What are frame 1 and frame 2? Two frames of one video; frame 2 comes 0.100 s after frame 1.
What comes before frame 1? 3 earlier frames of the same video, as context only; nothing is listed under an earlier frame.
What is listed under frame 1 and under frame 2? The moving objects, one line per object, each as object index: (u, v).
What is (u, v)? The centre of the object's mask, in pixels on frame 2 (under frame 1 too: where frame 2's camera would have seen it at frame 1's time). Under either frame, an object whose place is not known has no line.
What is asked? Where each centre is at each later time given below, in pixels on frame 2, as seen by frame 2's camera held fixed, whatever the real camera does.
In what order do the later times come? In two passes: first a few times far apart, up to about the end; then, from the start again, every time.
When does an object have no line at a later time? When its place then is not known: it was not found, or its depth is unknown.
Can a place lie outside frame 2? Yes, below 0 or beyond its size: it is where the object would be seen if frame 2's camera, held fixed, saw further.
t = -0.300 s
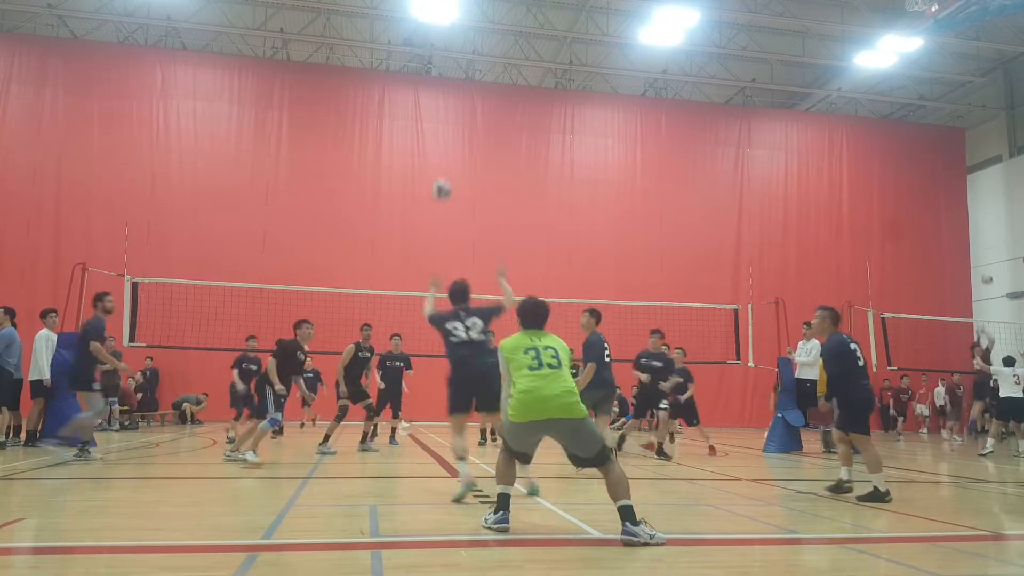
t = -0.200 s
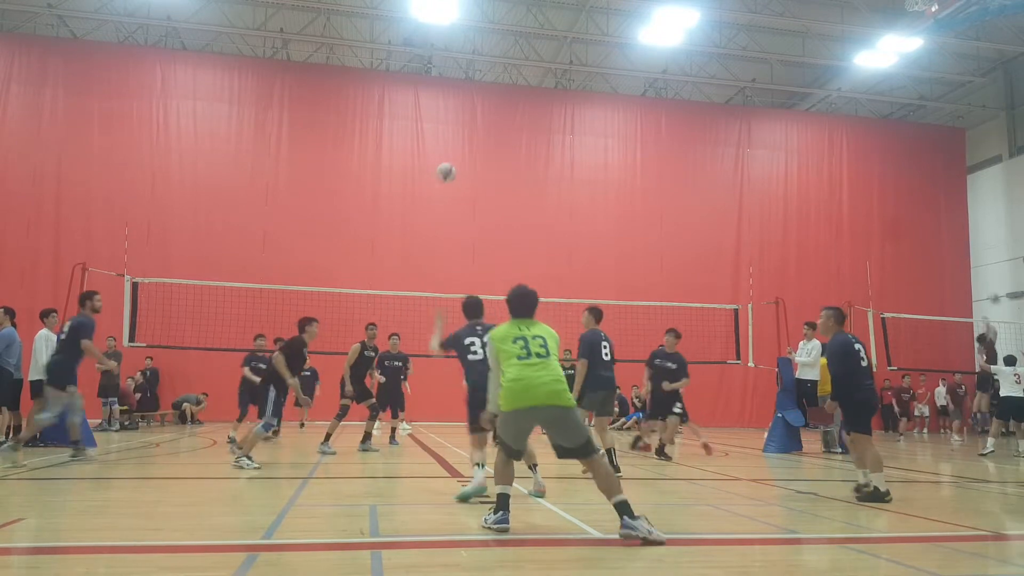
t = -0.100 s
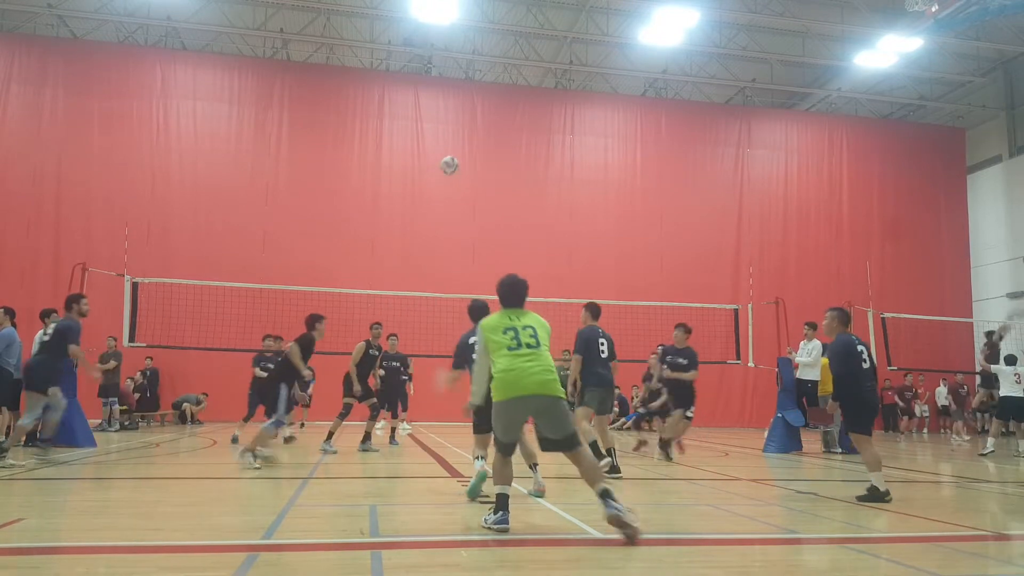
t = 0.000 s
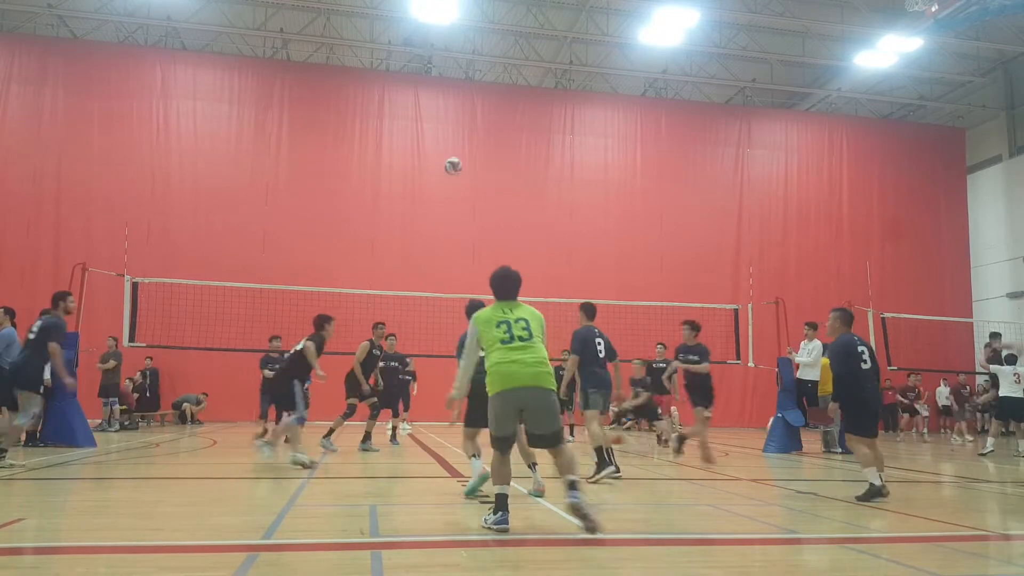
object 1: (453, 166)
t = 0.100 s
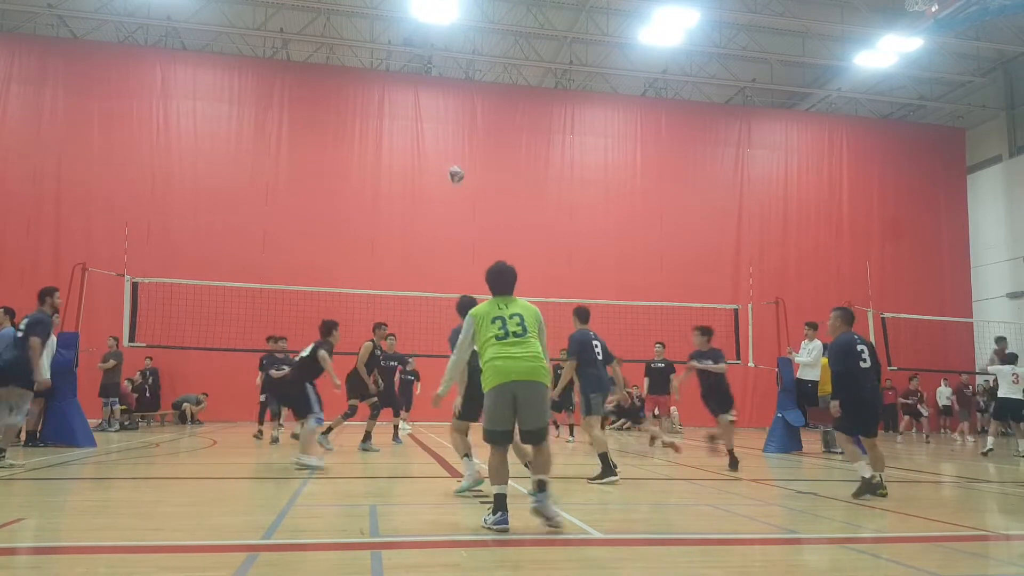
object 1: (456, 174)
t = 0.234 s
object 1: (459, 196)
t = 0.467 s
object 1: (463, 259)
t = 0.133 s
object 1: (457, 178)
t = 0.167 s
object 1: (457, 183)
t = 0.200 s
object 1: (458, 190)
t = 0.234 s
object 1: (459, 196)
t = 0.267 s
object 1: (459, 204)
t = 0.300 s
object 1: (460, 211)
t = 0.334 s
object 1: (460, 220)
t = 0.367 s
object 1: (460, 229)
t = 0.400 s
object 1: (461, 238)
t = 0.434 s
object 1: (462, 248)
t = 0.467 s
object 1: (463, 259)
